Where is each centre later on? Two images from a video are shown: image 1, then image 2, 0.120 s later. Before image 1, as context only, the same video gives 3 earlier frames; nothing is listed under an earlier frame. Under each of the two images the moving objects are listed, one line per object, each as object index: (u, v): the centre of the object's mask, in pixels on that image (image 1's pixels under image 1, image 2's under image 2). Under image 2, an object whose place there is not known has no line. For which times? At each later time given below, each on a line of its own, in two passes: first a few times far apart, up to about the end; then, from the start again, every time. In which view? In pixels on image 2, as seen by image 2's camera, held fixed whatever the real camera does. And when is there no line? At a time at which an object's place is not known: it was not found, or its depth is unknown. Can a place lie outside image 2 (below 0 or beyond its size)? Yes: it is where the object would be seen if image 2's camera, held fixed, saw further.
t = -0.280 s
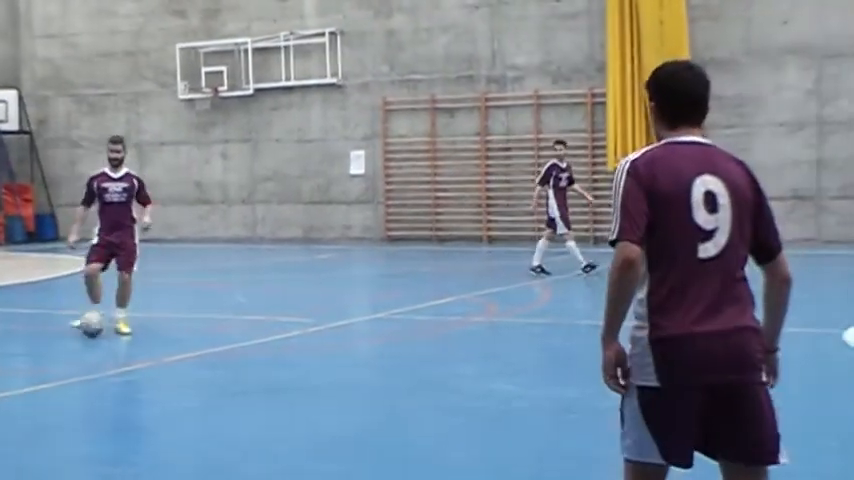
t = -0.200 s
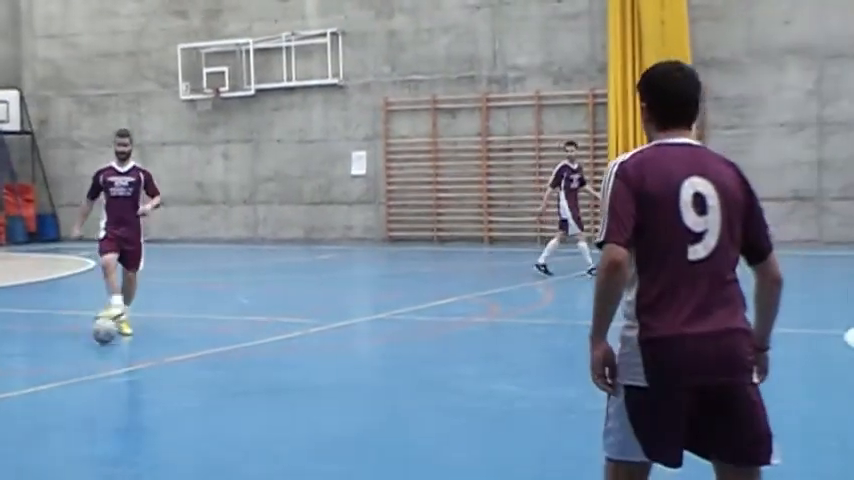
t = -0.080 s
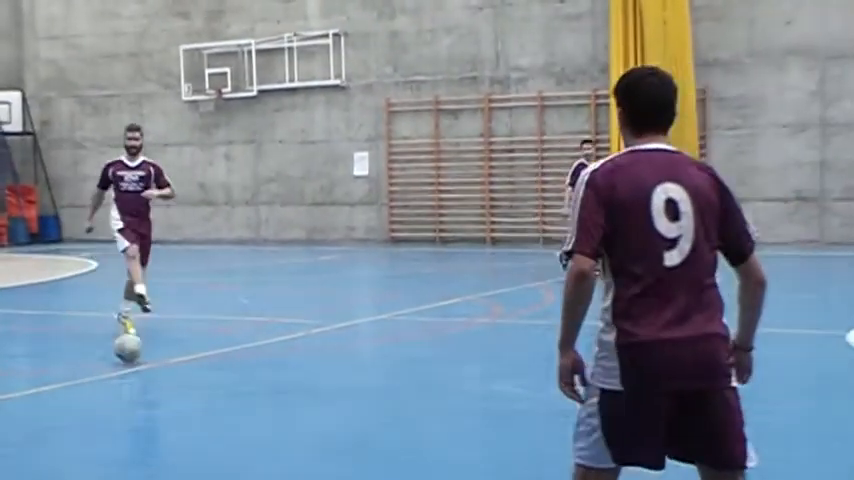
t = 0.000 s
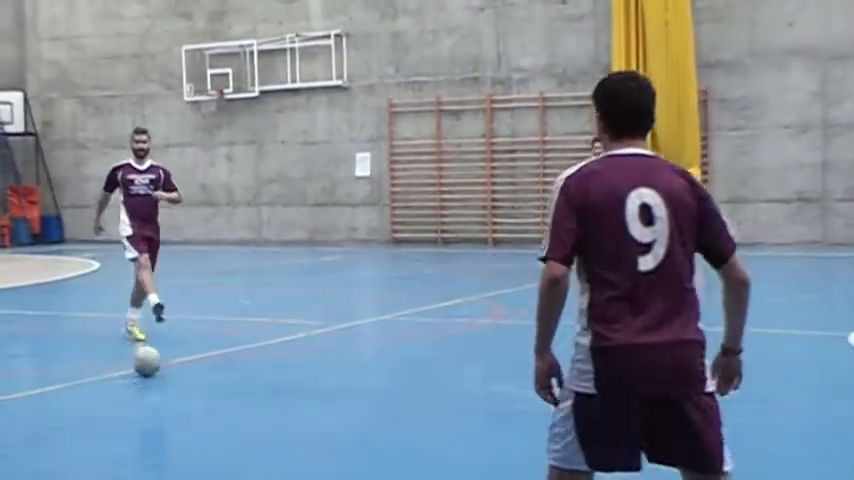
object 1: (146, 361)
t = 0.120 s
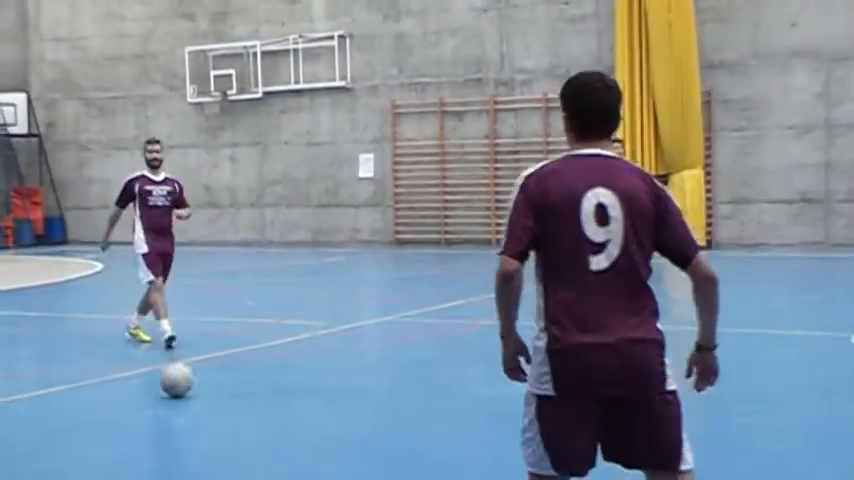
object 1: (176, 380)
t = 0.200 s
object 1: (193, 394)
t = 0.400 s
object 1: (246, 433)
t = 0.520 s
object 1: (283, 454)
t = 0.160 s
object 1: (186, 387)
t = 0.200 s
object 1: (193, 394)
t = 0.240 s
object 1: (202, 400)
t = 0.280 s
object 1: (213, 409)
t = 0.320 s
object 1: (224, 416)
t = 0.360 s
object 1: (235, 424)
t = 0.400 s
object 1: (246, 433)
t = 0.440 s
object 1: (259, 442)
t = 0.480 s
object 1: (272, 448)
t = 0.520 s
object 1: (283, 454)
